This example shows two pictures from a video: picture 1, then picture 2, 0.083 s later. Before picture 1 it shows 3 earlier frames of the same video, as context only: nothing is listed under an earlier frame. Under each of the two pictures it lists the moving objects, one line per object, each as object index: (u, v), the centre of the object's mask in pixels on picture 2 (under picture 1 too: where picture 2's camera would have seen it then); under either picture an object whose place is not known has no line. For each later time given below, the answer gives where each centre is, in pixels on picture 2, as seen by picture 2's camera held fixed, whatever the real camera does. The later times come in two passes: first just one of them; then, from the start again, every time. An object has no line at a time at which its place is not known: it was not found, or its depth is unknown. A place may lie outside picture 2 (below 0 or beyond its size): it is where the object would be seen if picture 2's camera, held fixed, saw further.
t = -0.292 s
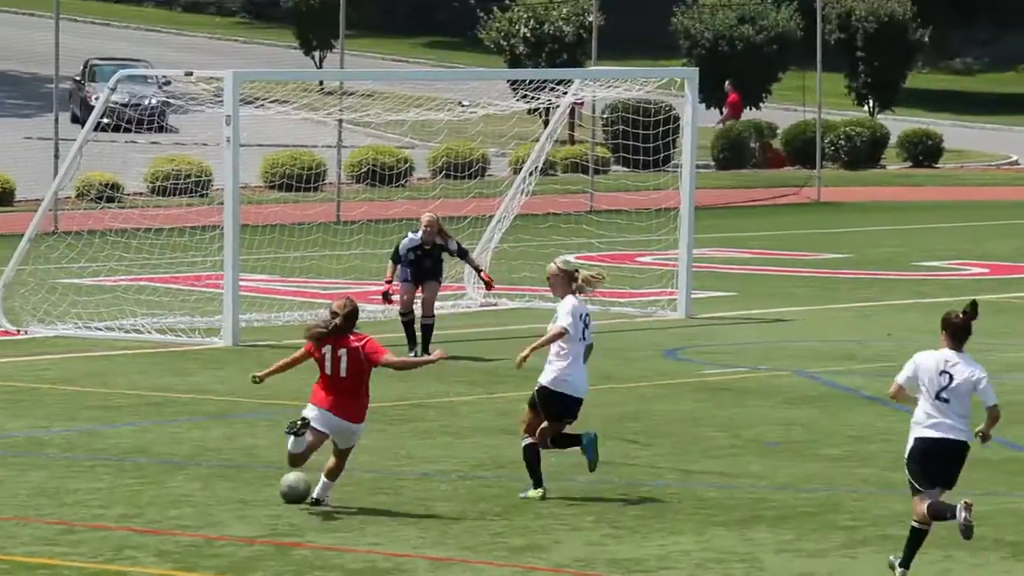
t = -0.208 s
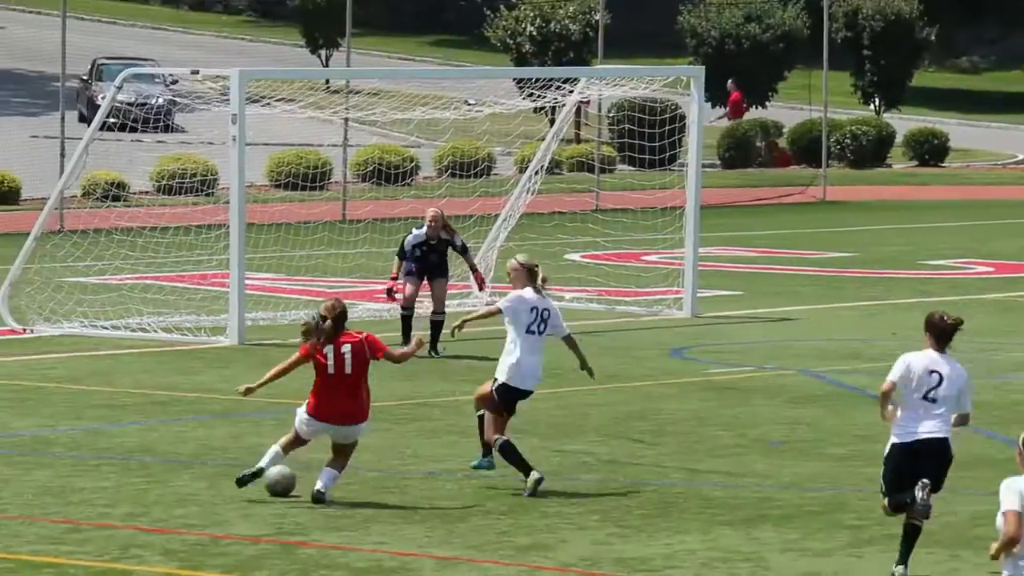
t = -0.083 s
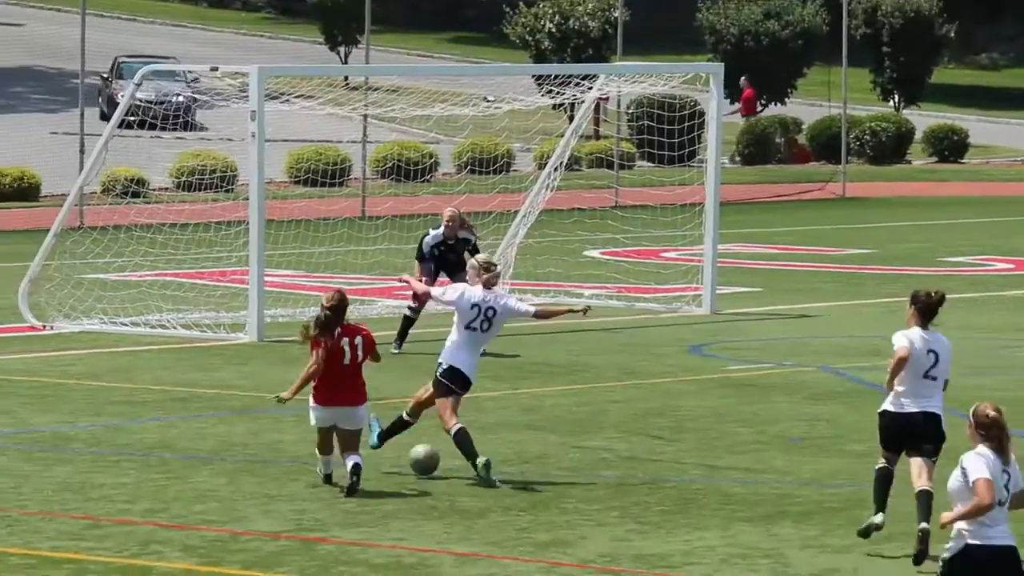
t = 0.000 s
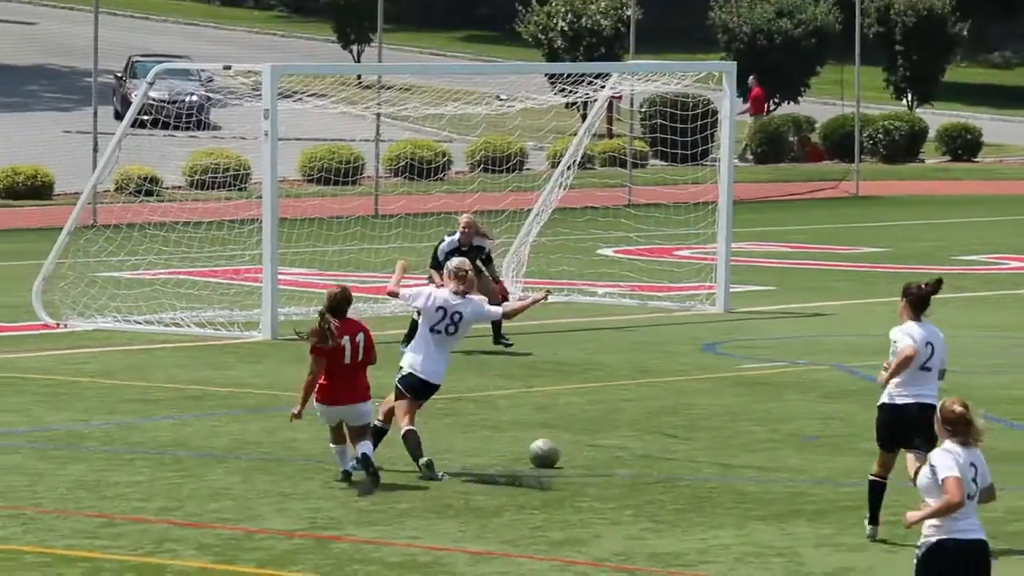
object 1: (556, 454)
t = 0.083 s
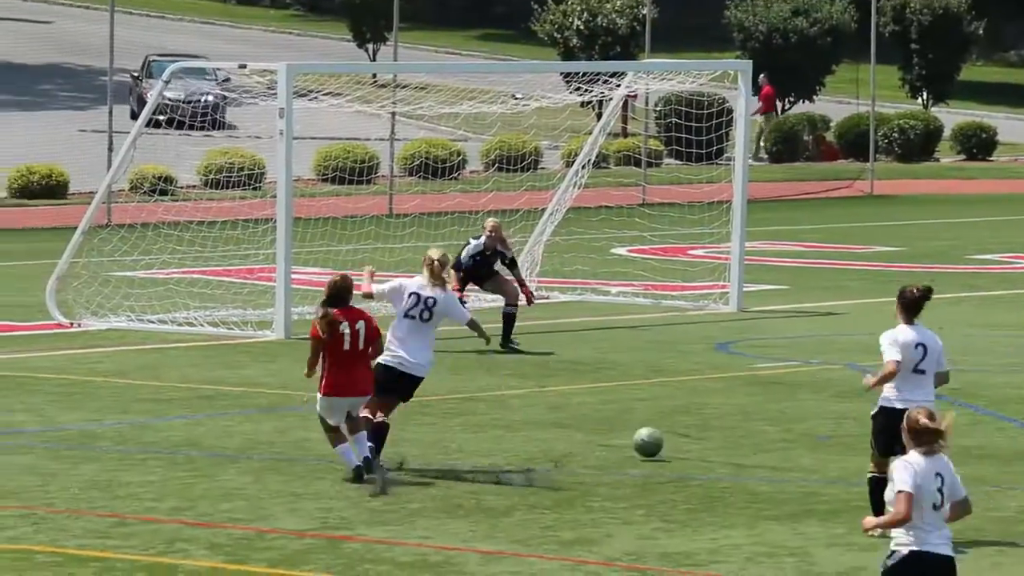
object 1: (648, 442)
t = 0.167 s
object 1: (737, 439)
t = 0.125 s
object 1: (693, 440)
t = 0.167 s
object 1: (737, 439)
